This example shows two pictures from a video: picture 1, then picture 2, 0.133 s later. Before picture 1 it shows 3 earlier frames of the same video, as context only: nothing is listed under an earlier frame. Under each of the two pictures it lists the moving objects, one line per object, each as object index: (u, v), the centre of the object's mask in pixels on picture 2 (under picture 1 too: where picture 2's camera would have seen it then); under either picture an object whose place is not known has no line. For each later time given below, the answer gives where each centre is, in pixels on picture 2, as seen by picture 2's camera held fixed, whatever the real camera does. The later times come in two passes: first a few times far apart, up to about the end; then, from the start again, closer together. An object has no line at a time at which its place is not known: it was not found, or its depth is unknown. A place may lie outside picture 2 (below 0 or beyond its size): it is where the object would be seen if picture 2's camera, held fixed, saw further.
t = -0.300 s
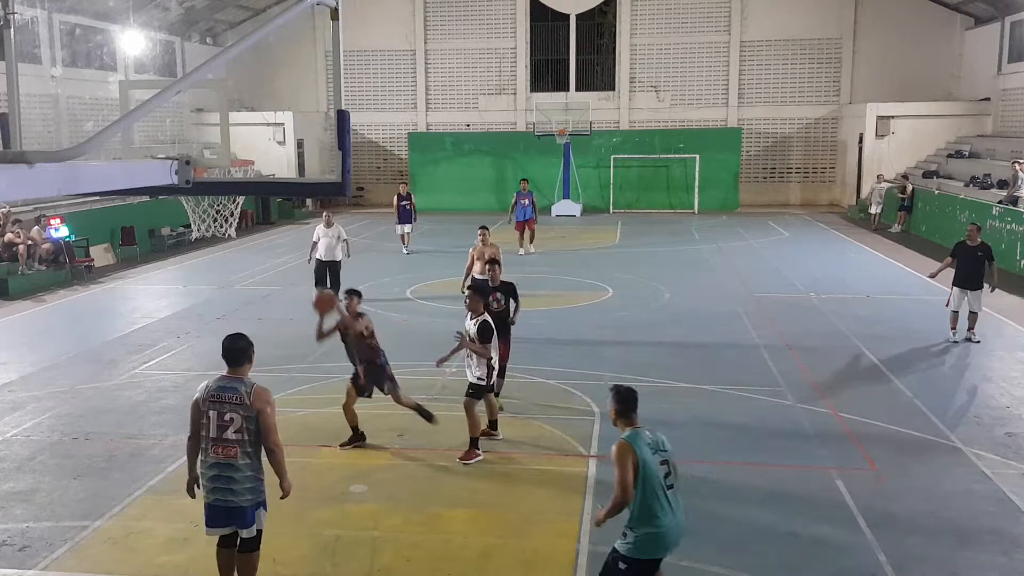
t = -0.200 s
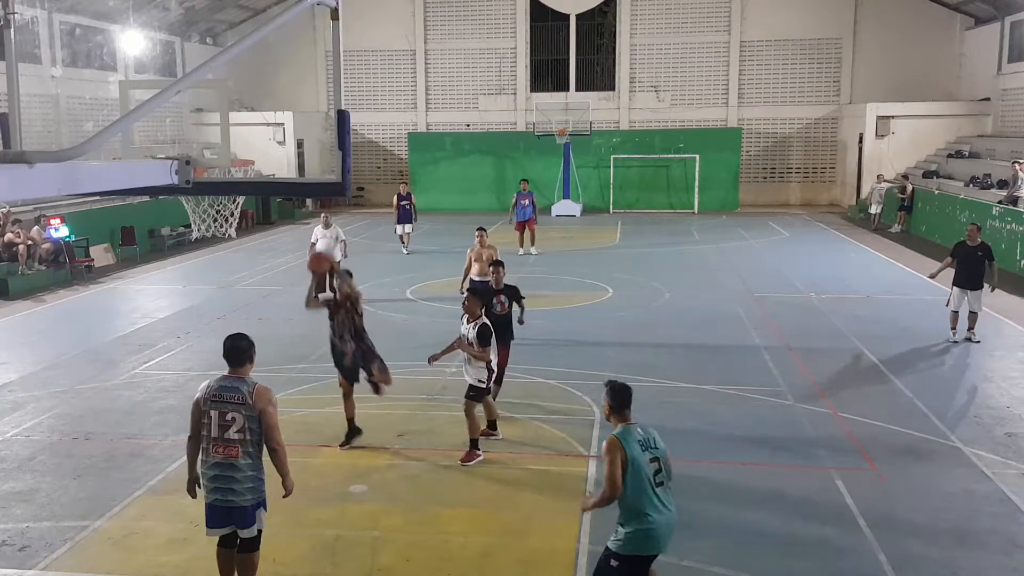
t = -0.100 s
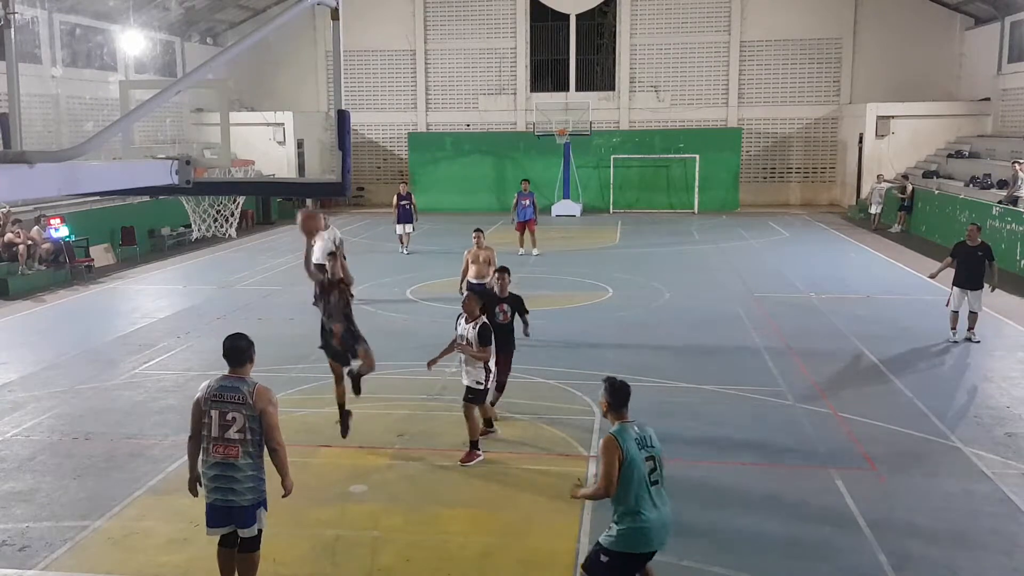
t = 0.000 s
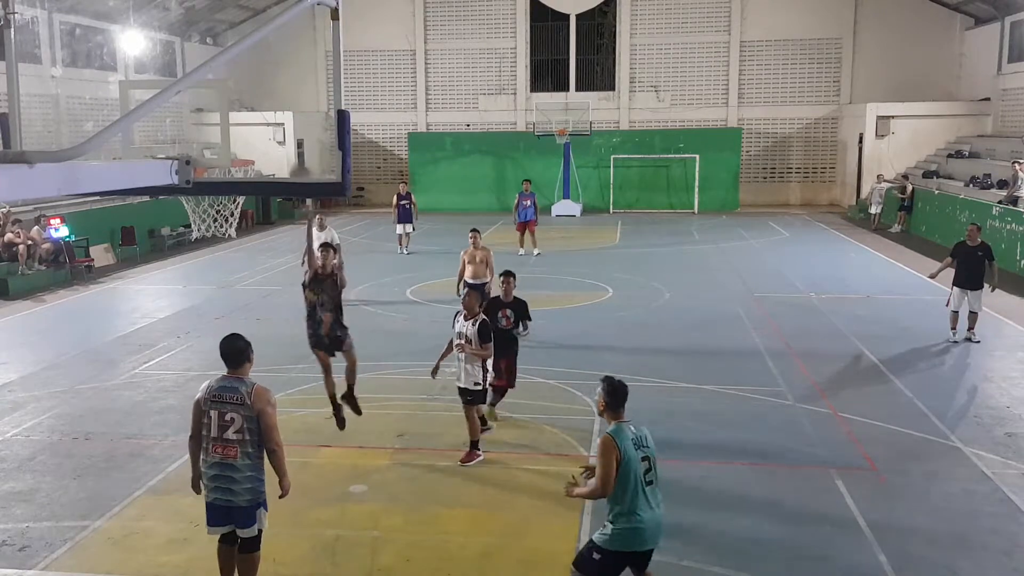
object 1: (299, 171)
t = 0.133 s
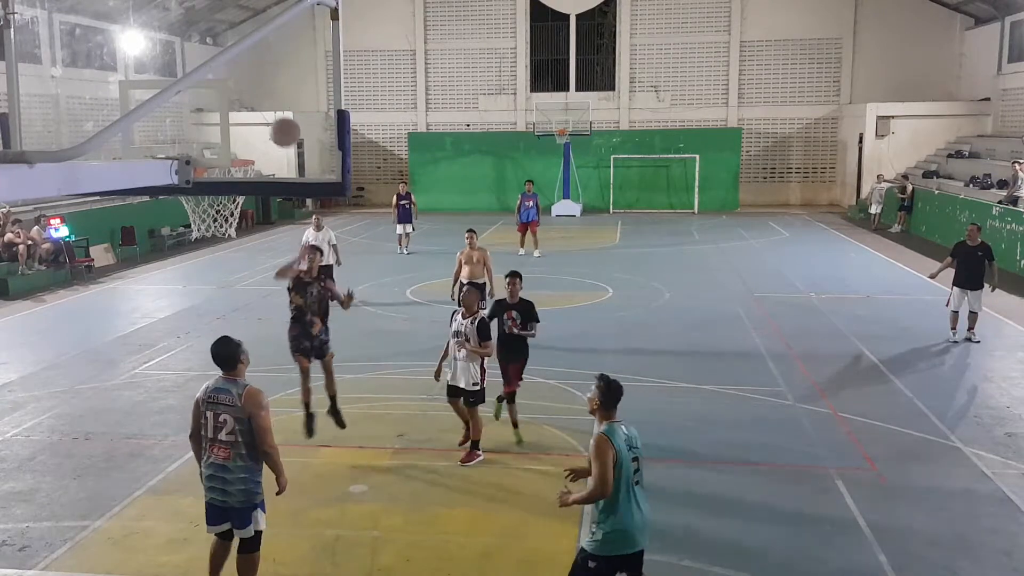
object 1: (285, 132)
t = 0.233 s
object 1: (272, 106)
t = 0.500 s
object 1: (240, 98)
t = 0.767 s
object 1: (216, 200)
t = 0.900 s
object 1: (219, 224)
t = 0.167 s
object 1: (281, 122)
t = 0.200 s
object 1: (276, 114)
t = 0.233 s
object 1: (272, 106)
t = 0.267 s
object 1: (268, 100)
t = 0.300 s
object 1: (263, 95)
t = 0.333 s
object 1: (258, 92)
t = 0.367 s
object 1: (254, 90)
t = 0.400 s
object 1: (249, 90)
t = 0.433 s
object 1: (245, 91)
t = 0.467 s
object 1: (242, 94)
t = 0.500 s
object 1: (240, 98)
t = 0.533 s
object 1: (230, 104)
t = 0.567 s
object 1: (219, 114)
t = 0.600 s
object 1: (214, 125)
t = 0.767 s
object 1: (216, 200)
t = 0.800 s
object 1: (209, 202)
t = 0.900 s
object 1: (219, 224)
